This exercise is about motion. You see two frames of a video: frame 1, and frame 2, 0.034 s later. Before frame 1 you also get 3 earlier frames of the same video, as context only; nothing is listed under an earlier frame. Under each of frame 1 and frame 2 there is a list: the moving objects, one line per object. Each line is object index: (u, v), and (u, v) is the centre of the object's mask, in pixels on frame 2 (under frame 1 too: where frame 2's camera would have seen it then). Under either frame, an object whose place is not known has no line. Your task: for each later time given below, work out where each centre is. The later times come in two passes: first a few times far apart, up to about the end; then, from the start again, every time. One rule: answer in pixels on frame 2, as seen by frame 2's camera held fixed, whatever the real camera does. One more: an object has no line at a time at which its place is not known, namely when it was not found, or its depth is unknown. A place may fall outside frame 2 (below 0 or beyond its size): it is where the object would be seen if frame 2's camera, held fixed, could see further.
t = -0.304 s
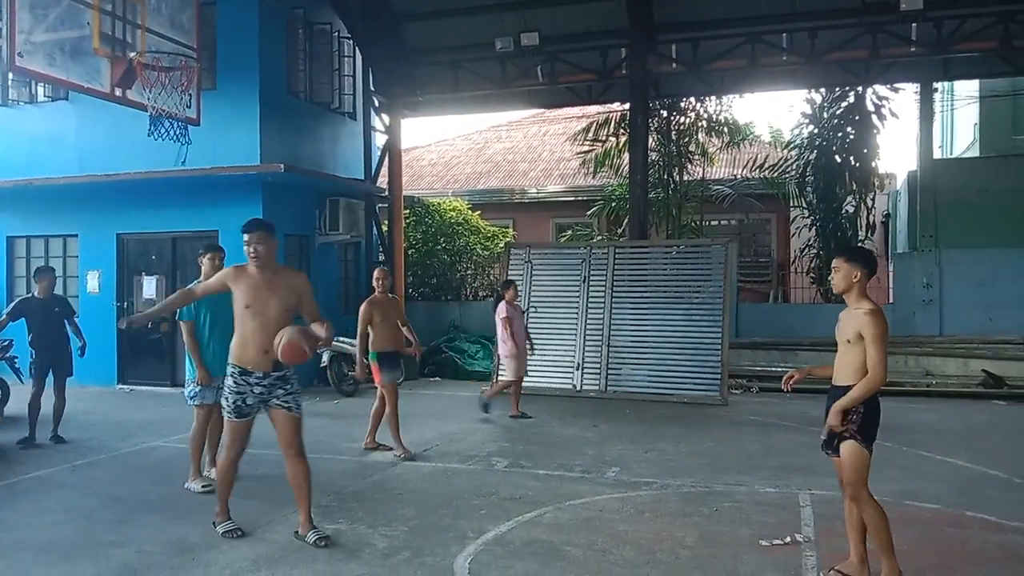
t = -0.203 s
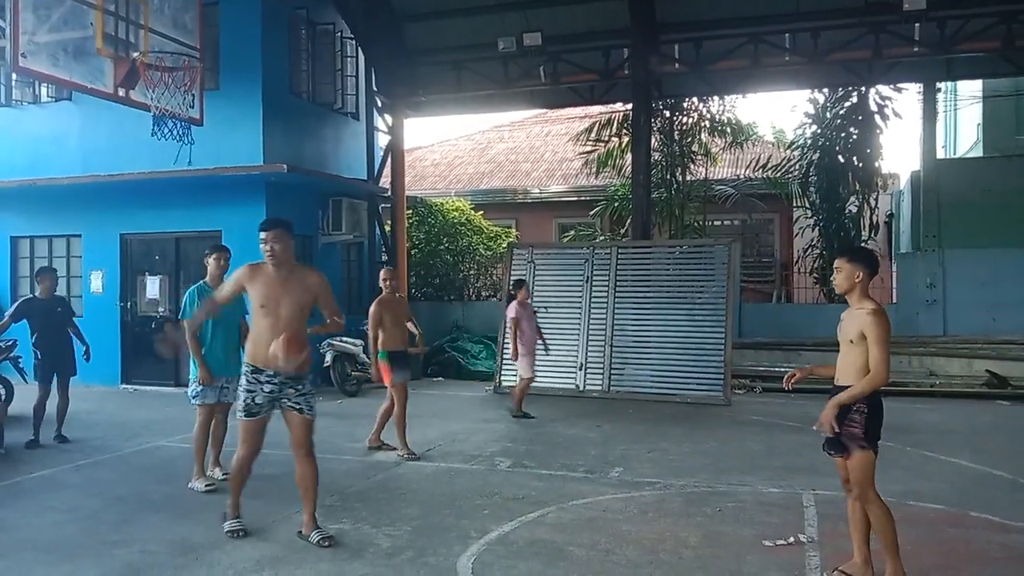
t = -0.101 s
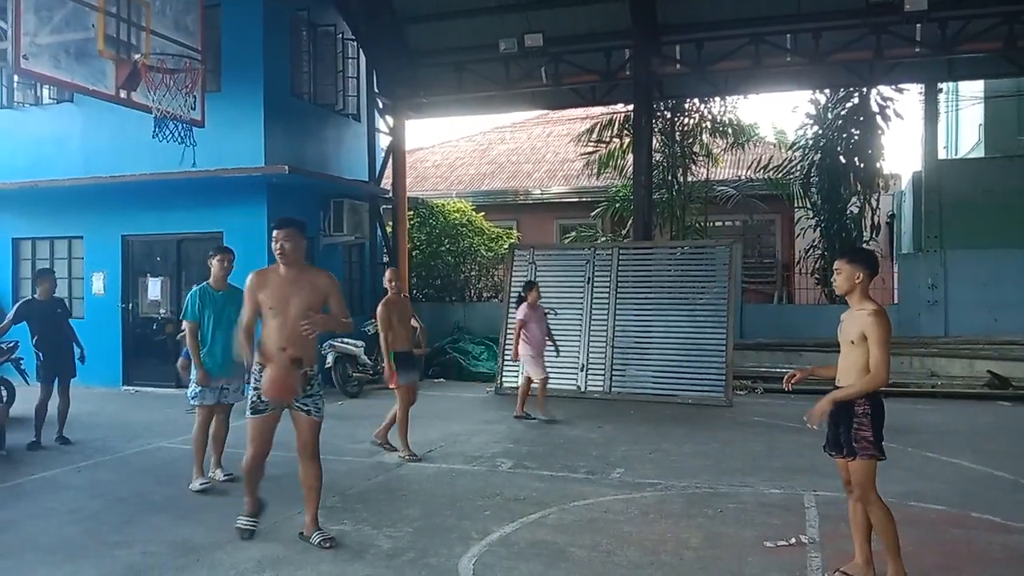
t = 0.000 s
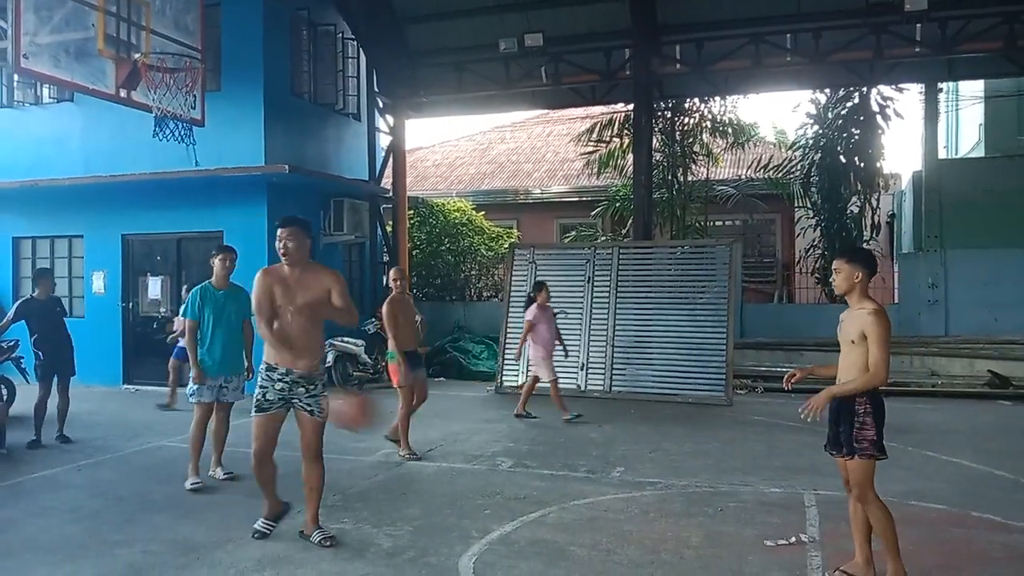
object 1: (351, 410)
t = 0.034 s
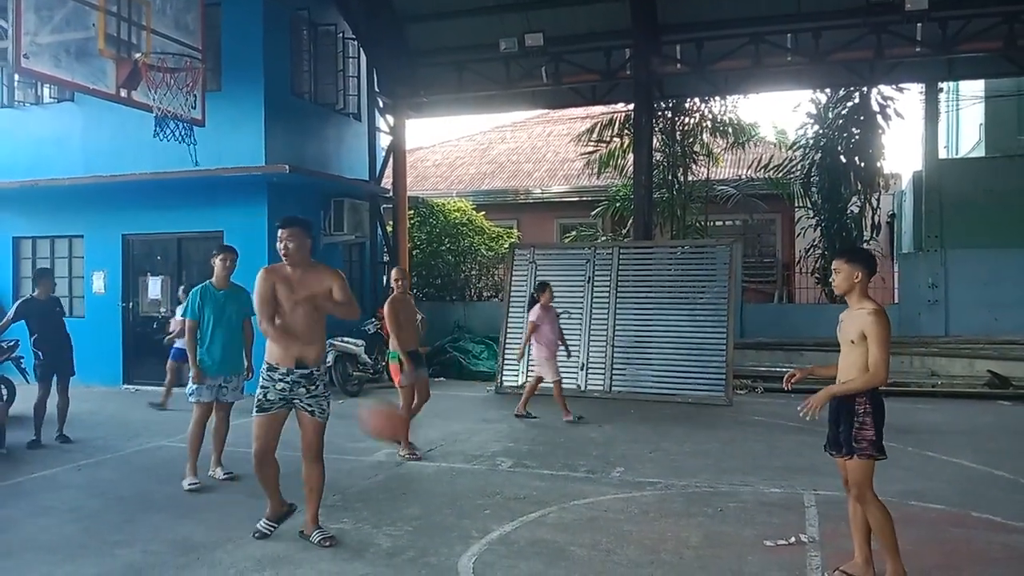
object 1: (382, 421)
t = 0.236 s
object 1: (580, 532)
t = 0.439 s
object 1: (710, 465)
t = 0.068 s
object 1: (420, 436)
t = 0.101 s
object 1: (446, 449)
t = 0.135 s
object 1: (484, 469)
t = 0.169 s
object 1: (515, 487)
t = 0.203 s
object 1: (546, 507)
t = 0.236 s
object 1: (580, 532)
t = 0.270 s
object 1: (606, 538)
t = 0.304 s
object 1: (627, 519)
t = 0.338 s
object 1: (646, 503)
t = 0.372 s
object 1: (667, 488)
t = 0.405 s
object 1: (691, 475)
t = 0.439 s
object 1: (710, 465)
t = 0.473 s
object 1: (732, 456)
